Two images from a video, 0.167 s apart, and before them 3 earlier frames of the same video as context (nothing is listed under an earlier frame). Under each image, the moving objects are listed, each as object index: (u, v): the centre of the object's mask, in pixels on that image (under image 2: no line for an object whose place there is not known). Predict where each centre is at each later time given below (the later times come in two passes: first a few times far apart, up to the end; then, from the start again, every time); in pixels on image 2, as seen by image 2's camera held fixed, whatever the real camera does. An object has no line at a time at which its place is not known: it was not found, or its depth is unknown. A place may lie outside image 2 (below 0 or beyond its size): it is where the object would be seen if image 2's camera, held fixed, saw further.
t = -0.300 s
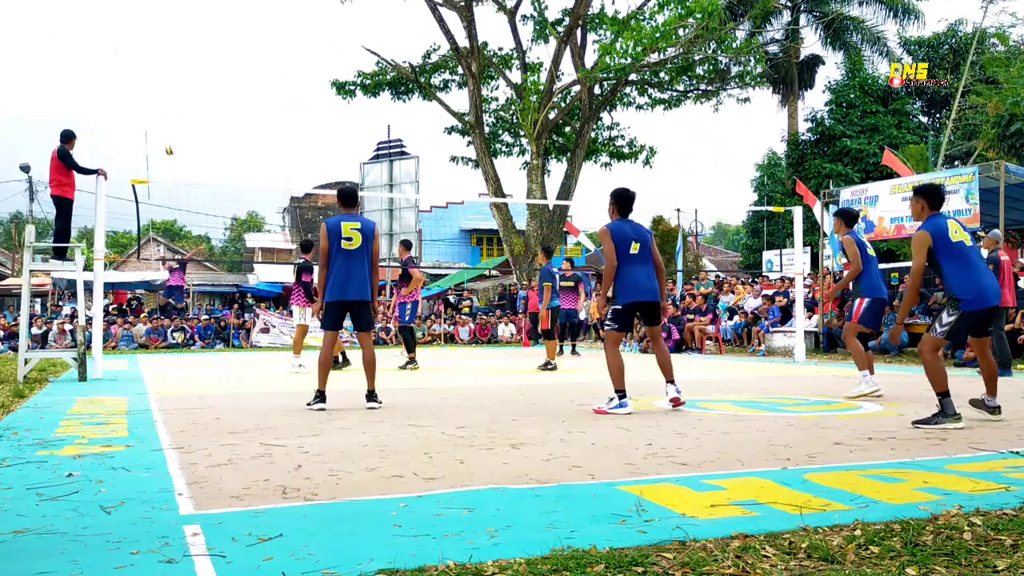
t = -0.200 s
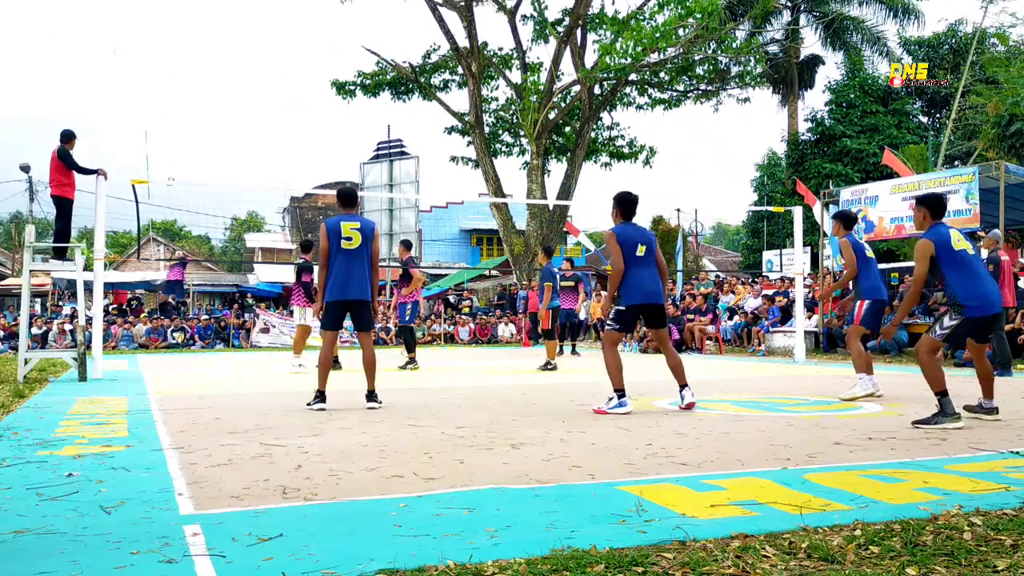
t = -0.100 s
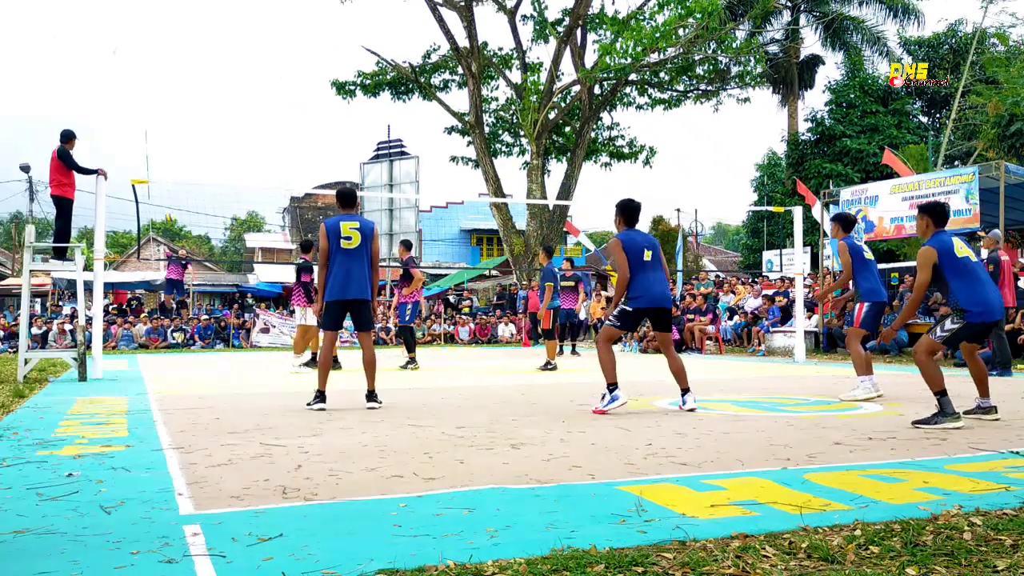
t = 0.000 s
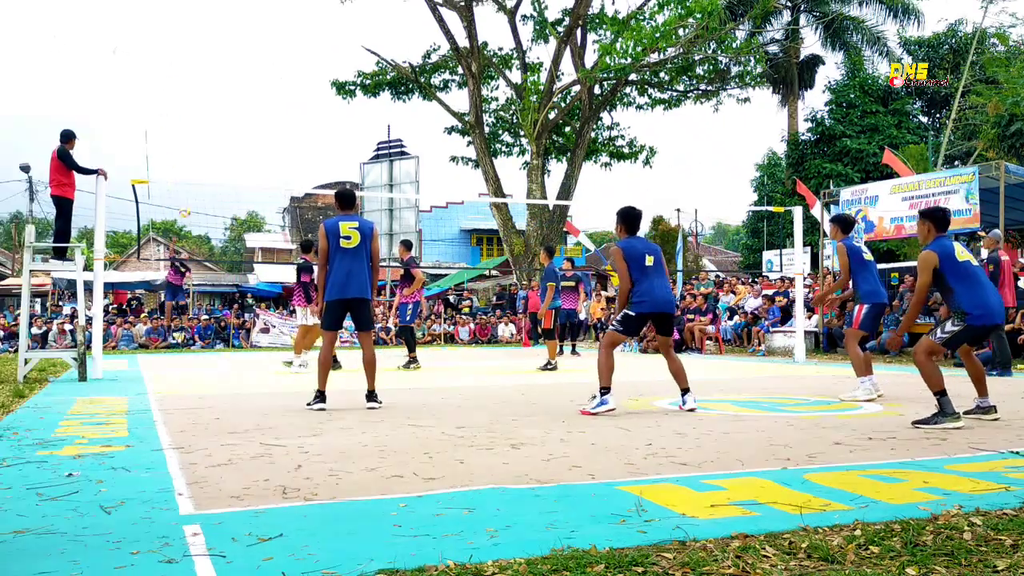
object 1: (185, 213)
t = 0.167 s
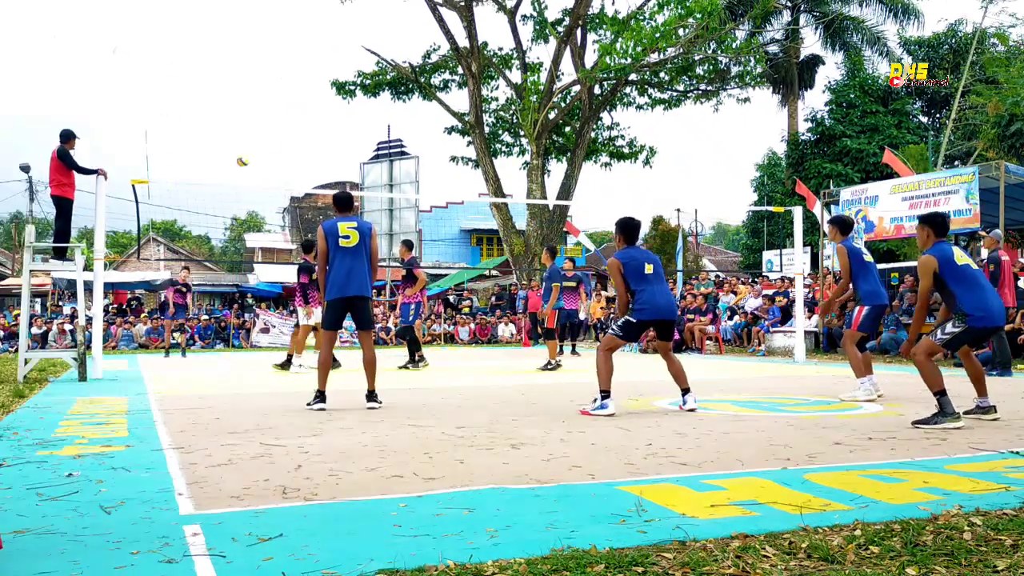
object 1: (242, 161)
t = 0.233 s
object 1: (271, 144)
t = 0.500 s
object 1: (443, 108)
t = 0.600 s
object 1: (541, 114)
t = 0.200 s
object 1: (257, 152)
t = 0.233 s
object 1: (271, 144)
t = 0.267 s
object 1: (287, 136)
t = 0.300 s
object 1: (304, 129)
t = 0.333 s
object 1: (325, 125)
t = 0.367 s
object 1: (344, 118)
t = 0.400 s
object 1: (366, 114)
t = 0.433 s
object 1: (390, 110)
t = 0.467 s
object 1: (416, 109)
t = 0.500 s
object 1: (443, 108)
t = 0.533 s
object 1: (474, 108)
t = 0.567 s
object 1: (506, 111)
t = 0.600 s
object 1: (541, 114)
